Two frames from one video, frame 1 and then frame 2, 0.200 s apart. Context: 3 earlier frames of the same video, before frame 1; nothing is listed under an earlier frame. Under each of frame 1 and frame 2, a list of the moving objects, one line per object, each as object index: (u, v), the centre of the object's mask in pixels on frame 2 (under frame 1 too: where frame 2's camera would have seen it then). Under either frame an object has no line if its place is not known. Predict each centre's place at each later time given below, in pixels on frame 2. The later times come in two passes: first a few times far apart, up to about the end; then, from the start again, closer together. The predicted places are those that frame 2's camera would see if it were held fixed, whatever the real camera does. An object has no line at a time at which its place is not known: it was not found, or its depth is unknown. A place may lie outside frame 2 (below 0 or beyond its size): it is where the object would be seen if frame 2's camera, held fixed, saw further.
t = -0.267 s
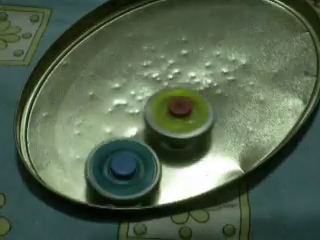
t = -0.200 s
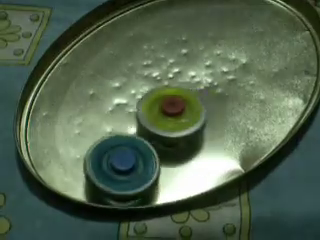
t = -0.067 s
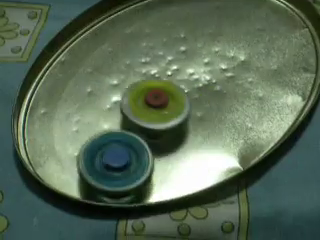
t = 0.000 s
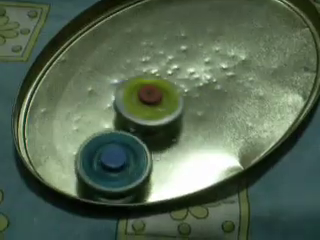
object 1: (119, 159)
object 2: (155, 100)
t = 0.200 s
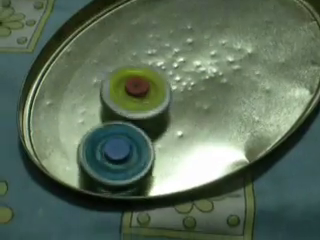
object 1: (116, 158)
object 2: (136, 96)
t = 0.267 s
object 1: (115, 160)
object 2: (133, 95)
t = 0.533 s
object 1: (123, 156)
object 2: (126, 92)
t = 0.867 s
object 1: (146, 159)
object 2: (147, 88)
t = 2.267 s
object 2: (183, 92)
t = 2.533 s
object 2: (177, 77)
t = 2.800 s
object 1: (137, 160)
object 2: (167, 80)
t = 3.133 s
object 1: (142, 161)
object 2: (168, 90)
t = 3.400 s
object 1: (149, 160)
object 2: (163, 96)
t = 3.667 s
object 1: (148, 160)
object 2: (152, 93)
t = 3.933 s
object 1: (112, 162)
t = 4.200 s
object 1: (103, 152)
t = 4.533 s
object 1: (110, 158)
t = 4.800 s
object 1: (117, 160)
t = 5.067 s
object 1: (124, 164)
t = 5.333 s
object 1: (140, 161)
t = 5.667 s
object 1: (141, 156)
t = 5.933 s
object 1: (143, 165)
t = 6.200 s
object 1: (146, 158)
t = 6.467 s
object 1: (144, 153)
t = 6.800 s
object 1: (155, 160)
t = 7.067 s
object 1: (155, 169)
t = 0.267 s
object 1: (115, 160)
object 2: (133, 95)
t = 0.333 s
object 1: (115, 160)
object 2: (131, 94)
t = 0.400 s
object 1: (117, 158)
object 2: (129, 93)
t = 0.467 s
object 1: (120, 156)
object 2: (127, 92)
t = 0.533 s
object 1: (123, 156)
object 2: (126, 92)
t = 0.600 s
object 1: (128, 157)
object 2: (128, 93)
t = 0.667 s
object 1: (133, 160)
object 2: (133, 90)
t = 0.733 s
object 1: (138, 160)
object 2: (138, 88)
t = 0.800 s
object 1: (142, 161)
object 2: (141, 89)
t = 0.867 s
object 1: (146, 159)
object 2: (147, 88)
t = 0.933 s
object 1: (150, 158)
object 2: (153, 89)
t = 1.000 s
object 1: (154, 158)
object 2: (158, 91)
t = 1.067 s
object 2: (163, 93)
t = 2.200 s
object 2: (186, 97)
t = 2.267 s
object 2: (183, 92)
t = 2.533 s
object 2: (177, 77)
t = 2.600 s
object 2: (173, 77)
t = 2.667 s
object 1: (134, 159)
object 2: (171, 77)
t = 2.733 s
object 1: (136, 160)
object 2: (169, 78)
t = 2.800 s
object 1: (137, 160)
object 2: (167, 80)
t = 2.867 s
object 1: (136, 161)
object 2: (165, 81)
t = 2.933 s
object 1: (138, 162)
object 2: (165, 83)
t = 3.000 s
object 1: (140, 161)
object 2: (166, 86)
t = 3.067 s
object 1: (140, 161)
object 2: (167, 87)
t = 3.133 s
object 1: (142, 161)
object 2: (168, 90)
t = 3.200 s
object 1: (145, 160)
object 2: (168, 91)
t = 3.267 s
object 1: (143, 161)
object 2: (167, 93)
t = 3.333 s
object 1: (146, 161)
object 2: (164, 94)
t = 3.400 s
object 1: (149, 160)
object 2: (163, 96)
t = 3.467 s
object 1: (149, 160)
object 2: (161, 97)
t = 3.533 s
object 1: (148, 161)
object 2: (157, 97)
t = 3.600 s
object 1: (148, 161)
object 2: (155, 98)
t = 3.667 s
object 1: (148, 160)
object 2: (152, 93)
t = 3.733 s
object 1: (132, 162)
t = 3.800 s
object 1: (122, 162)
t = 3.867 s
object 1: (116, 162)
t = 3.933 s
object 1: (112, 162)
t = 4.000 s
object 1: (110, 156)
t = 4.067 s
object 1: (108, 152)
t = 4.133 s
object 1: (105, 151)
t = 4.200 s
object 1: (103, 152)
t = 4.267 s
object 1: (101, 155)
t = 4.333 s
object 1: (104, 155)
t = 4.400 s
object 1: (107, 156)
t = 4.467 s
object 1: (109, 160)
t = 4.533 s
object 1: (110, 158)
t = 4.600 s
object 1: (115, 156)
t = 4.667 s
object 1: (117, 159)
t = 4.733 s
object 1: (118, 161)
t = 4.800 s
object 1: (117, 160)
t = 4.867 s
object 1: (123, 160)
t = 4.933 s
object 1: (123, 160)
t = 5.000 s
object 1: (123, 162)
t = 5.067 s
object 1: (124, 164)
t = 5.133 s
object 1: (130, 164)
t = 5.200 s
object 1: (134, 162)
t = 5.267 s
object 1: (137, 161)
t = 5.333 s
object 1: (140, 161)
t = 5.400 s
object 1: (139, 161)
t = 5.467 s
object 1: (142, 158)
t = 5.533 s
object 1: (141, 157)
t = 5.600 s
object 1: (140, 158)
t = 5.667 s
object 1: (141, 156)
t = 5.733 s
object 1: (143, 158)
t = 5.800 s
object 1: (145, 158)
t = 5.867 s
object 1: (144, 160)
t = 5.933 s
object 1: (143, 165)
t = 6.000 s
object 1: (144, 165)
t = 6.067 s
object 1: (145, 162)
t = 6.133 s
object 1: (147, 159)
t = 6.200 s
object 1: (146, 158)
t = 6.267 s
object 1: (146, 158)
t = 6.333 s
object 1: (144, 158)
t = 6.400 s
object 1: (143, 158)
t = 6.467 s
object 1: (144, 153)
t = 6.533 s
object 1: (147, 148)
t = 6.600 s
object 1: (151, 150)
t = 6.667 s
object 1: (151, 156)
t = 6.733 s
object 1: (155, 158)
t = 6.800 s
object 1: (155, 160)
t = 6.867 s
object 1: (155, 160)
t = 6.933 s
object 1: (155, 166)
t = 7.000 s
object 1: (154, 169)
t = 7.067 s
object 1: (155, 169)
